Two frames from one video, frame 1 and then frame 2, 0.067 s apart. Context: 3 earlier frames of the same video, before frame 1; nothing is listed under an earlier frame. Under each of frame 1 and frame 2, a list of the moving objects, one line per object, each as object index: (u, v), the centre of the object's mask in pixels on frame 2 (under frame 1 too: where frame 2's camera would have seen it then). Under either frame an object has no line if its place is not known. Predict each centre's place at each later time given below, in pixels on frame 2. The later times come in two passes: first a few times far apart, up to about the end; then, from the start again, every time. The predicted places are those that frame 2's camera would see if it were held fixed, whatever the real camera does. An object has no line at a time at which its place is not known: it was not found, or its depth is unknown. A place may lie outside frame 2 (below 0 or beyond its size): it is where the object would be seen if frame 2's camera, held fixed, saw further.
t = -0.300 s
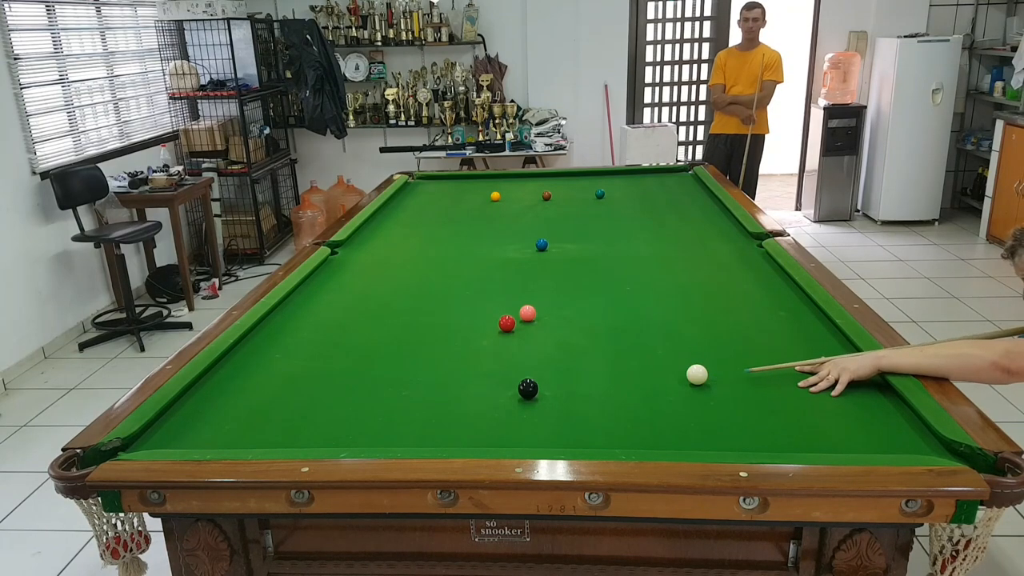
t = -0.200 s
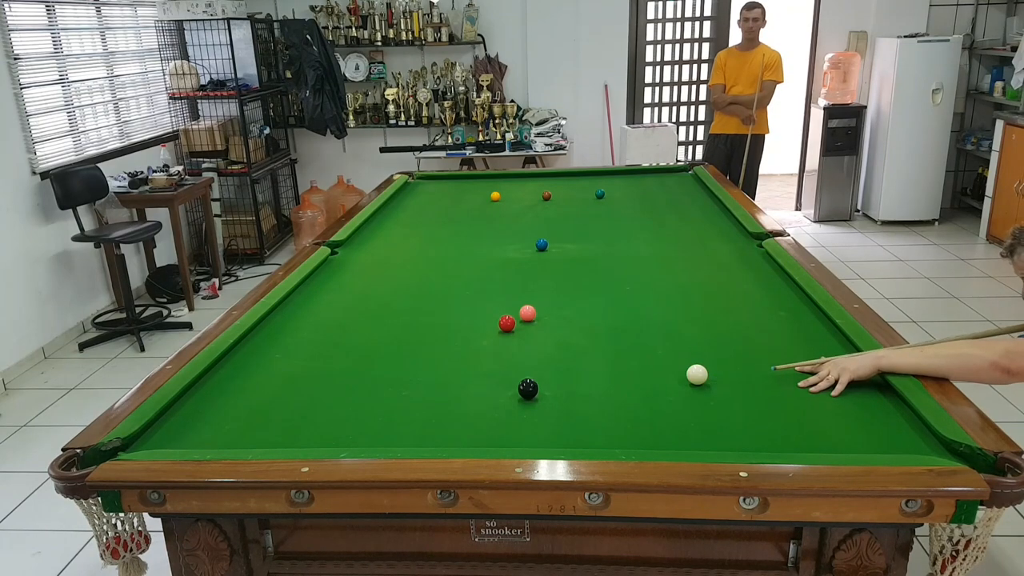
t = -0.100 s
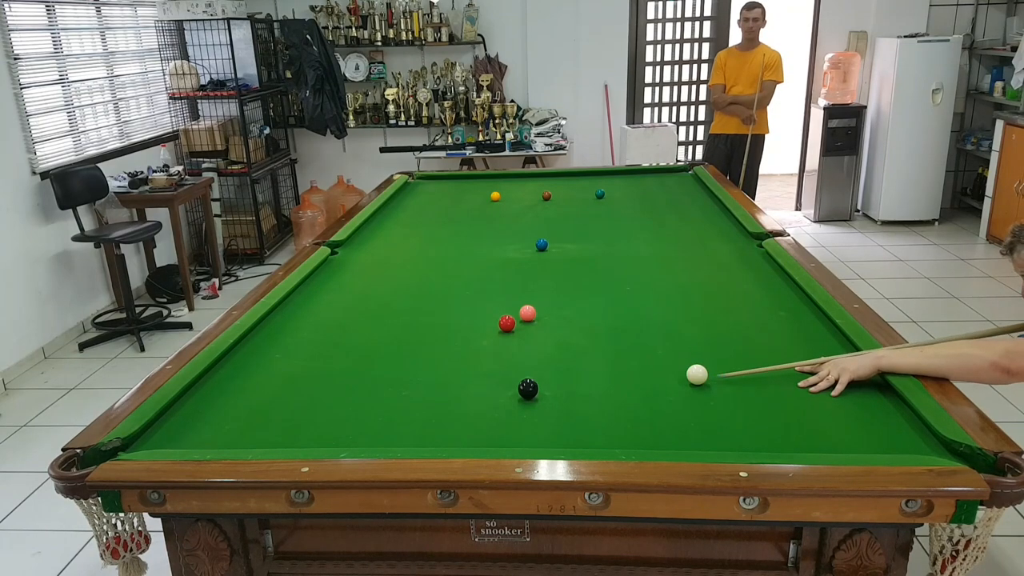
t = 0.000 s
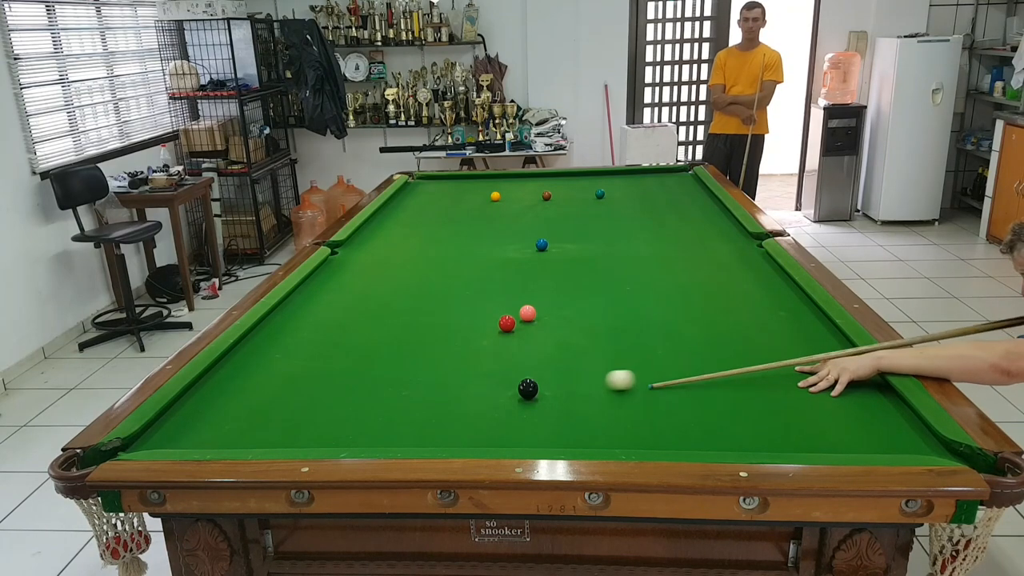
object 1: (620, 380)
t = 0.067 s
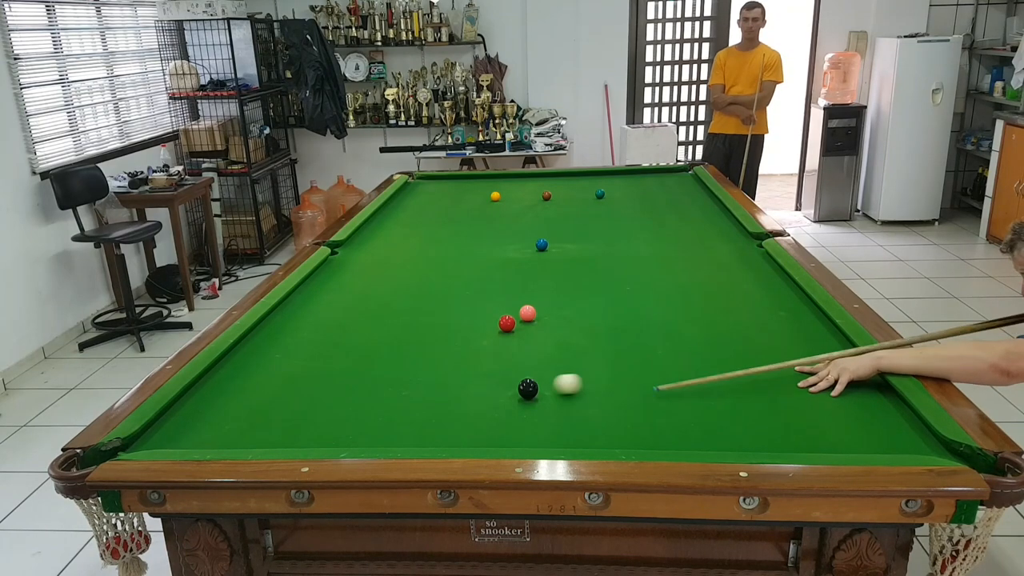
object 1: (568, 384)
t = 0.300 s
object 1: (554, 379)
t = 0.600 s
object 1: (566, 370)
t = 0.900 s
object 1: (575, 363)
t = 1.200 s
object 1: (583, 358)
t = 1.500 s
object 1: (588, 354)
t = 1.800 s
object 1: (591, 351)
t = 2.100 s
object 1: (593, 350)
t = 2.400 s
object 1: (593, 350)
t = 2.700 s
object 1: (593, 350)
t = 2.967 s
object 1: (593, 350)
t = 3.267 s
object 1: (593, 350)
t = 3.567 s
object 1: (593, 350)
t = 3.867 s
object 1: (593, 350)
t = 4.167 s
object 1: (593, 350)
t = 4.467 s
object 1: (593, 350)
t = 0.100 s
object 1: (547, 385)
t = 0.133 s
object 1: (547, 384)
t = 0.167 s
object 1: (548, 383)
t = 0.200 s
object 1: (549, 382)
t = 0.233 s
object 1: (551, 381)
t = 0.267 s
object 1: (553, 380)
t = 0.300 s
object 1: (554, 379)
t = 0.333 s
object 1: (556, 377)
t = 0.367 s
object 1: (557, 376)
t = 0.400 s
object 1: (558, 376)
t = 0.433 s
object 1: (560, 374)
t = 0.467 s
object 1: (561, 374)
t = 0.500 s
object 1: (562, 373)
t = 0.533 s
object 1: (564, 372)
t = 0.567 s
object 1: (565, 371)
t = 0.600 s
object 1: (566, 370)
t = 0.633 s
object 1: (567, 369)
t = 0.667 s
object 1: (568, 369)
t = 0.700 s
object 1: (569, 368)
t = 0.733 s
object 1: (570, 367)
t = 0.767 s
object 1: (571, 366)
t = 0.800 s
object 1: (572, 366)
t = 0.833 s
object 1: (573, 365)
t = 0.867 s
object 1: (574, 364)
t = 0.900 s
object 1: (575, 363)
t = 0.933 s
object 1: (576, 363)
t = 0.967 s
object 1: (577, 362)
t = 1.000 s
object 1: (578, 362)
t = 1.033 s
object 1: (579, 361)
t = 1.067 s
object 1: (580, 360)
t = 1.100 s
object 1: (580, 360)
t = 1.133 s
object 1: (581, 359)
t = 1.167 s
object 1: (582, 359)
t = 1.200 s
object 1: (583, 358)
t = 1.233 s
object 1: (583, 358)
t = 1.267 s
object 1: (584, 357)
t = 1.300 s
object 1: (585, 357)
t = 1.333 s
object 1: (585, 356)
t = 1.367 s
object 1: (586, 356)
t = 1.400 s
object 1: (586, 355)
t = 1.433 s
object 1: (587, 355)
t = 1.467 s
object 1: (588, 354)
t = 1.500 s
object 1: (588, 354)
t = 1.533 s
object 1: (588, 354)
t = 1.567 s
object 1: (589, 353)
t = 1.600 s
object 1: (589, 353)
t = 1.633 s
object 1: (589, 353)
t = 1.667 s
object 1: (590, 352)
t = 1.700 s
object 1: (590, 352)
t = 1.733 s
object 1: (591, 352)
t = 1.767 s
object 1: (591, 352)
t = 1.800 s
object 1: (591, 351)
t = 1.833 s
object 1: (591, 351)
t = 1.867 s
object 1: (592, 351)
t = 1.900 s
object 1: (592, 351)
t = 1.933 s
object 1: (592, 350)
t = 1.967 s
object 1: (592, 350)
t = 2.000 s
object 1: (592, 350)
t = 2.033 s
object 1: (592, 350)
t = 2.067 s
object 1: (593, 350)
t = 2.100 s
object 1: (593, 350)
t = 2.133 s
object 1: (593, 350)
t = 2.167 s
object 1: (593, 350)
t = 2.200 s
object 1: (593, 350)
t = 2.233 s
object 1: (593, 350)
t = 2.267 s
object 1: (593, 350)
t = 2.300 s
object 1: (593, 350)
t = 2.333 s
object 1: (593, 350)
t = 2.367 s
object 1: (593, 350)
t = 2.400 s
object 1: (593, 350)
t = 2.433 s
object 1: (593, 350)
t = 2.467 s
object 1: (593, 350)
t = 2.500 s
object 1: (593, 350)
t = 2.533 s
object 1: (593, 350)
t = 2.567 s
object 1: (593, 350)
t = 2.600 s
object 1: (593, 350)
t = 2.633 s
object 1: (593, 350)
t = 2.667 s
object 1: (593, 350)
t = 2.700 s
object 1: (593, 350)
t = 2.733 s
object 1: (593, 350)
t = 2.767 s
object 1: (593, 350)
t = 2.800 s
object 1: (593, 350)
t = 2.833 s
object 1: (593, 350)
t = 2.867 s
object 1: (593, 350)
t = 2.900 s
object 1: (593, 350)
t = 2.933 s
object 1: (593, 350)
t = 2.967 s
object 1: (593, 350)
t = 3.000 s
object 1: (593, 350)
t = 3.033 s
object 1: (593, 350)
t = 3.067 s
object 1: (593, 350)
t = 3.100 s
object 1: (593, 350)
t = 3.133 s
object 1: (593, 350)
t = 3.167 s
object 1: (593, 350)
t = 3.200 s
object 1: (593, 350)
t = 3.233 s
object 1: (593, 350)
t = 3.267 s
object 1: (593, 350)
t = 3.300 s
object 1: (593, 350)
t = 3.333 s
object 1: (593, 350)
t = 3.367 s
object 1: (593, 350)
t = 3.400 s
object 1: (593, 350)
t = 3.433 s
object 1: (593, 350)
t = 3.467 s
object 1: (593, 350)
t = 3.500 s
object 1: (593, 350)
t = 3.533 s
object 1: (593, 350)
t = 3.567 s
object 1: (593, 350)
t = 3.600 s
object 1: (593, 350)
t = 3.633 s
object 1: (593, 350)
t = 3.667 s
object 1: (593, 350)
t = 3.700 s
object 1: (593, 350)
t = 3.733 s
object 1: (593, 350)
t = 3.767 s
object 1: (593, 350)
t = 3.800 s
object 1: (593, 350)
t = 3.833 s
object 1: (593, 350)
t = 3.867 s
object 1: (593, 350)
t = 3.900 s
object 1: (593, 350)
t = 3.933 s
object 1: (593, 350)
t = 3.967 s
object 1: (593, 350)
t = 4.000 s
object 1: (593, 350)
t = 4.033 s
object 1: (593, 350)
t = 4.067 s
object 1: (593, 350)
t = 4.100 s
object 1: (593, 350)
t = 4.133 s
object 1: (593, 350)
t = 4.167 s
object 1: (593, 350)
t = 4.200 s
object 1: (593, 350)
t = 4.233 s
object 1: (593, 350)
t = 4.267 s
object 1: (593, 350)
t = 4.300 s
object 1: (593, 350)
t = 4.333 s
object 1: (593, 350)
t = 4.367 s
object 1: (593, 350)
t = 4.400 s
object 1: (593, 350)
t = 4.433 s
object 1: (593, 350)
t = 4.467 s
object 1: (593, 350)
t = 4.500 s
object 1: (593, 350)
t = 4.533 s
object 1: (593, 350)
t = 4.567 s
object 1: (593, 350)
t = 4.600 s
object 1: (593, 350)
